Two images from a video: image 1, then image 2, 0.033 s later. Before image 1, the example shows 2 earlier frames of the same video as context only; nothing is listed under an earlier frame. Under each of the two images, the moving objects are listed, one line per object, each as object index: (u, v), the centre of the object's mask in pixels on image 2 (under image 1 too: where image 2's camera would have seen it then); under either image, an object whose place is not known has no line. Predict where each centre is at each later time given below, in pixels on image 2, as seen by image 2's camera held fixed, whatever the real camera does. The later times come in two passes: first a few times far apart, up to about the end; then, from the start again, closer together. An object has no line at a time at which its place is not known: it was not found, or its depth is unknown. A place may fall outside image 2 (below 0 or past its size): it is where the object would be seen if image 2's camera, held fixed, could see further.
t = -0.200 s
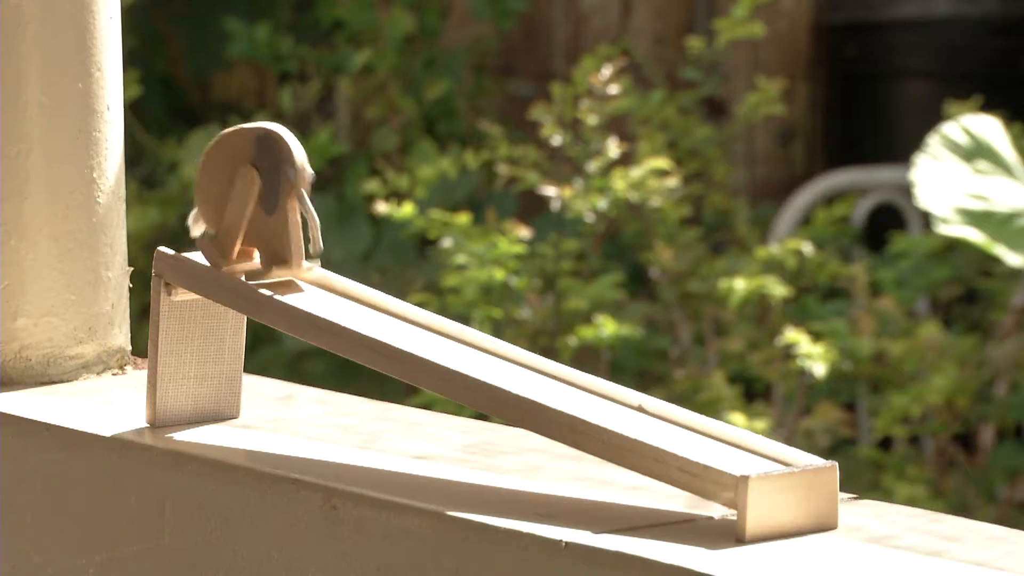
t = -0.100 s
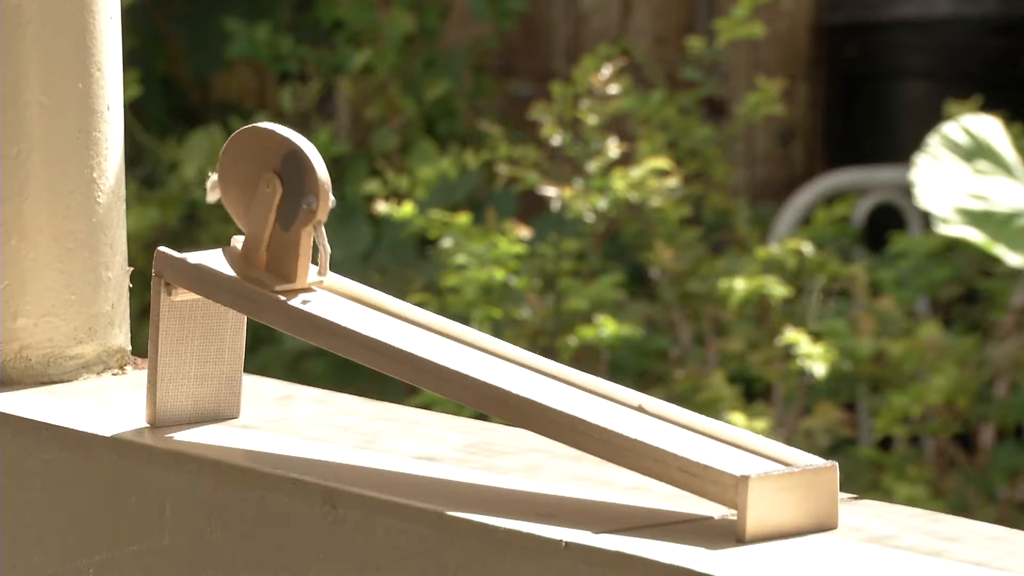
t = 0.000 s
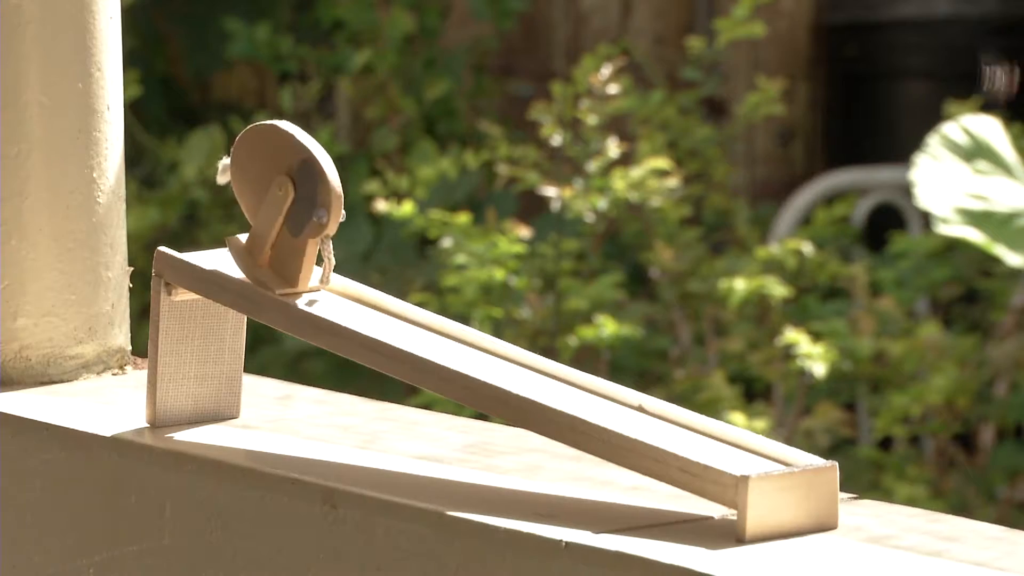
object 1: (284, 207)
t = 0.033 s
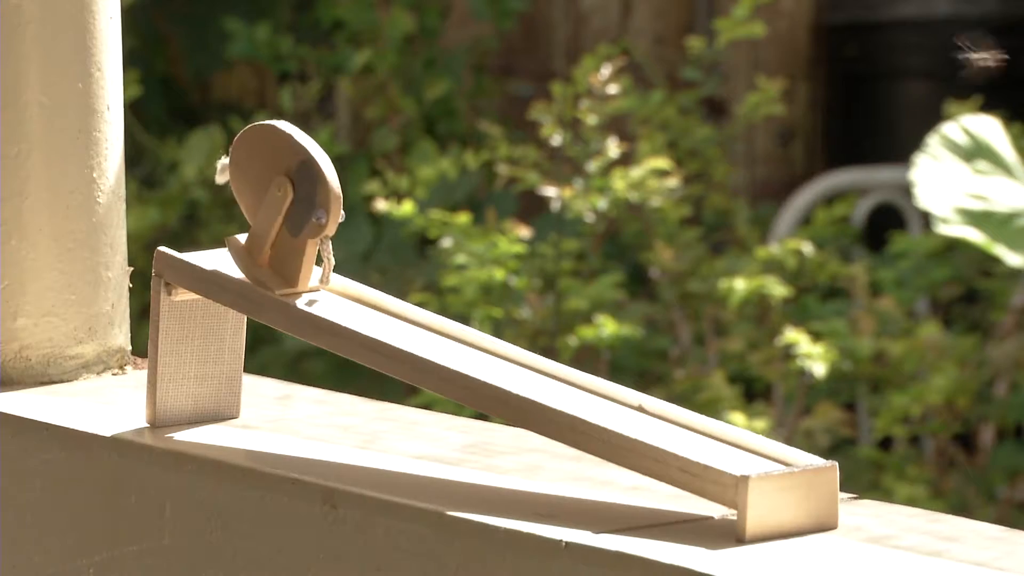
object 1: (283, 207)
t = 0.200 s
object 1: (270, 206)
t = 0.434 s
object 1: (273, 207)
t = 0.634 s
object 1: (302, 216)
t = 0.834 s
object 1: (300, 215)
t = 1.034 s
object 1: (293, 215)
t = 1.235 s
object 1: (320, 225)
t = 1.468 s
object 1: (326, 226)
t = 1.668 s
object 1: (316, 225)
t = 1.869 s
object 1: (338, 234)
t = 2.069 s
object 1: (352, 236)
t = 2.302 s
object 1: (341, 234)
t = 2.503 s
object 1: (351, 242)
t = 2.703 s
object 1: (368, 245)
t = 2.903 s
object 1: (361, 244)
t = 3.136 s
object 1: (367, 248)
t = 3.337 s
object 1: (392, 255)
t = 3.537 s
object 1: (388, 254)
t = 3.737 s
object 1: (384, 255)
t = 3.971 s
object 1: (416, 264)
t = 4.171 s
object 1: (418, 265)
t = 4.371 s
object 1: (410, 264)
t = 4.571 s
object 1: (434, 274)
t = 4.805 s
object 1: (447, 275)
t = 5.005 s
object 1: (436, 273)
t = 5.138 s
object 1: (443, 277)
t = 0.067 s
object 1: (281, 207)
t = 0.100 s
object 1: (281, 207)
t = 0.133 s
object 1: (279, 207)
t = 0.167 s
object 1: (275, 206)
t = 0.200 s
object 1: (270, 206)
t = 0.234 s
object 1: (269, 205)
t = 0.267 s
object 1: (268, 204)
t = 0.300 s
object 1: (266, 204)
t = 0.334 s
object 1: (266, 205)
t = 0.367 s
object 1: (268, 206)
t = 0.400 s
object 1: (270, 206)
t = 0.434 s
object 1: (273, 207)
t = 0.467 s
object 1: (276, 210)
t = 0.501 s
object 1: (283, 214)
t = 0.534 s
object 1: (288, 215)
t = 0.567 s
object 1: (294, 215)
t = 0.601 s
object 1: (297, 217)
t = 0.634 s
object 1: (302, 216)
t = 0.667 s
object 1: (305, 216)
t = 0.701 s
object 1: (307, 216)
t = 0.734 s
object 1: (306, 216)
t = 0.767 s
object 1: (304, 216)
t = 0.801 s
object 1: (302, 216)
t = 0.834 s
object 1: (300, 215)
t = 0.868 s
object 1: (295, 215)
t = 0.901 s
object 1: (291, 213)
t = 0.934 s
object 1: (291, 214)
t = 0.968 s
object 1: (291, 214)
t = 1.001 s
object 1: (290, 215)
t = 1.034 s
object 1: (293, 215)
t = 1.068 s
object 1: (294, 216)
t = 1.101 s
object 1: (297, 217)
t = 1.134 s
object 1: (301, 220)
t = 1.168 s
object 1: (309, 224)
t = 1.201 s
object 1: (314, 225)
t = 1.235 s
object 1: (320, 225)
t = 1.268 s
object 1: (325, 226)
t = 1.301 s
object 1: (328, 227)
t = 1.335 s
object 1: (329, 226)
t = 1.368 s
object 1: (329, 226)
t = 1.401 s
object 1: (329, 226)
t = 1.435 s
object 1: (328, 227)
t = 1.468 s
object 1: (326, 226)
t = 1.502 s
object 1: (323, 225)
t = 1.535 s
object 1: (318, 225)
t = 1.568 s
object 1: (316, 223)
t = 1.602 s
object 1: (318, 223)
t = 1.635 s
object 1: (316, 224)
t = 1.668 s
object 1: (316, 225)
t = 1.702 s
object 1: (318, 225)
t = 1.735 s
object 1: (319, 226)
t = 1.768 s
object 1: (322, 227)
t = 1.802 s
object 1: (326, 230)
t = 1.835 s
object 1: (332, 234)
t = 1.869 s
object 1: (338, 234)
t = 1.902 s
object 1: (343, 235)
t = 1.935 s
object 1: (347, 235)
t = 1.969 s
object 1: (348, 236)
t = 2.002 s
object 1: (349, 236)
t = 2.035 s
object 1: (351, 236)
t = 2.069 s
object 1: (352, 236)
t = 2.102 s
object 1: (350, 236)
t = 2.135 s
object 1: (347, 235)
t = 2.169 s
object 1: (345, 235)
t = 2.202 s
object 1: (343, 235)
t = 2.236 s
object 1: (341, 234)
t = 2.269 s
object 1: (340, 233)
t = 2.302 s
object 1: (341, 234)
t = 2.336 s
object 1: (341, 234)
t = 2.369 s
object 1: (342, 236)
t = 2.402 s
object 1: (343, 236)
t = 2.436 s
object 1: (345, 237)
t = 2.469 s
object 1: (347, 239)
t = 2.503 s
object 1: (351, 242)
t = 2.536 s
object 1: (356, 245)
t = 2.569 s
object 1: (360, 244)
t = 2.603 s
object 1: (364, 245)
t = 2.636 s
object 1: (367, 245)
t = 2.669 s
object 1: (368, 245)
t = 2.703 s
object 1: (368, 245)
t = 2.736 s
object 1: (369, 245)
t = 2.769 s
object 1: (370, 245)
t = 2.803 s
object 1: (369, 245)
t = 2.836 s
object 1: (366, 245)
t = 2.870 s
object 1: (363, 244)
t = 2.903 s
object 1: (361, 244)
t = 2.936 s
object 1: (359, 243)
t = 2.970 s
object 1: (360, 243)
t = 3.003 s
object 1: (360, 244)
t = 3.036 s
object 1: (361, 245)
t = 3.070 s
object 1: (363, 245)
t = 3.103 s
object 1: (365, 246)
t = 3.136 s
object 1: (367, 248)
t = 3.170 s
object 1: (372, 253)
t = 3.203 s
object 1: (378, 254)
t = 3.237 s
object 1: (383, 254)
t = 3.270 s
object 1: (387, 254)
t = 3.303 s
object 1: (390, 255)
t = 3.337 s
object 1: (392, 255)
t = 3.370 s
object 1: (394, 255)
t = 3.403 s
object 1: (394, 255)
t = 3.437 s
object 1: (394, 255)
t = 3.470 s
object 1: (393, 255)
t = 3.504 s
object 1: (391, 255)
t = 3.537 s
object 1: (388, 254)
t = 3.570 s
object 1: (385, 253)
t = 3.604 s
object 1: (382, 251)
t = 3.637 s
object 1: (383, 252)
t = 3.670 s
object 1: (382, 253)
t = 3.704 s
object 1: (383, 254)
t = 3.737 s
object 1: (384, 255)
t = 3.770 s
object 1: (387, 255)
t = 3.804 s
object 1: (389, 257)
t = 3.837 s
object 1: (393, 259)
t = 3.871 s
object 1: (400, 264)
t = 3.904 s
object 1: (406, 264)
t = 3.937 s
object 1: (411, 264)
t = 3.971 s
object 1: (416, 264)
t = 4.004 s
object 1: (419, 265)
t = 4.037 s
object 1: (421, 265)
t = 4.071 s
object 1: (422, 265)
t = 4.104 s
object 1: (422, 265)
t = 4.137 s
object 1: (421, 265)
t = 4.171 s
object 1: (418, 265)
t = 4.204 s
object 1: (416, 264)
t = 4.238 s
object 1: (412, 264)
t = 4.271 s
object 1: (410, 263)
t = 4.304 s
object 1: (410, 262)
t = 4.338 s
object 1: (410, 263)
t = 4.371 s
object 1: (410, 264)
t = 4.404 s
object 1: (412, 265)
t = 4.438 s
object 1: (414, 265)
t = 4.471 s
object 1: (417, 267)
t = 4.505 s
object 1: (421, 271)
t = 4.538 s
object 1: (428, 274)
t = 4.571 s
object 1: (434, 274)
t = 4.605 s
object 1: (439, 274)
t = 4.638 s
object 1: (443, 274)
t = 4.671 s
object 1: (446, 275)
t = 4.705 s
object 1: (447, 276)
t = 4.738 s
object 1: (449, 276)
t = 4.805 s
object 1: (447, 275)
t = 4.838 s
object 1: (445, 275)
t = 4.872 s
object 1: (443, 274)
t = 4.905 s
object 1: (439, 274)
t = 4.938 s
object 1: (436, 273)
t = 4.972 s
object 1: (436, 272)
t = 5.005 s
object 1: (436, 273)
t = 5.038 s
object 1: (436, 274)
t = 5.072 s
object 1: (438, 275)
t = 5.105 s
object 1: (440, 276)
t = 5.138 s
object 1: (443, 277)
